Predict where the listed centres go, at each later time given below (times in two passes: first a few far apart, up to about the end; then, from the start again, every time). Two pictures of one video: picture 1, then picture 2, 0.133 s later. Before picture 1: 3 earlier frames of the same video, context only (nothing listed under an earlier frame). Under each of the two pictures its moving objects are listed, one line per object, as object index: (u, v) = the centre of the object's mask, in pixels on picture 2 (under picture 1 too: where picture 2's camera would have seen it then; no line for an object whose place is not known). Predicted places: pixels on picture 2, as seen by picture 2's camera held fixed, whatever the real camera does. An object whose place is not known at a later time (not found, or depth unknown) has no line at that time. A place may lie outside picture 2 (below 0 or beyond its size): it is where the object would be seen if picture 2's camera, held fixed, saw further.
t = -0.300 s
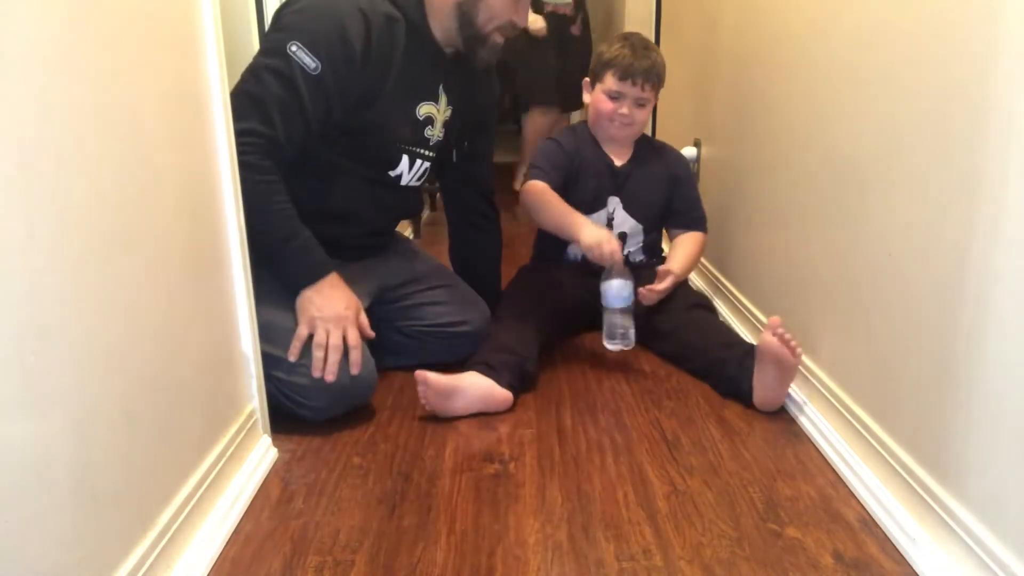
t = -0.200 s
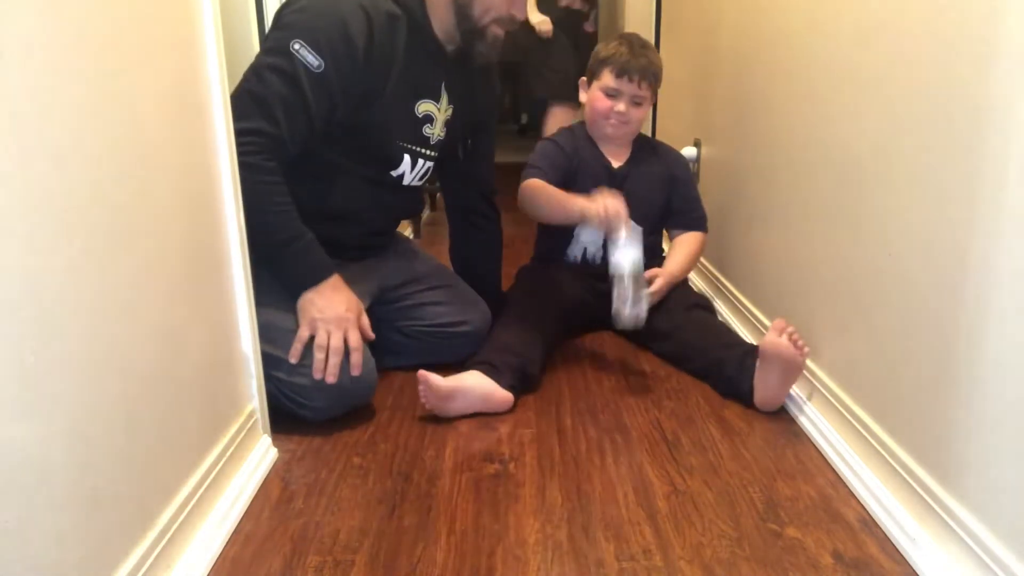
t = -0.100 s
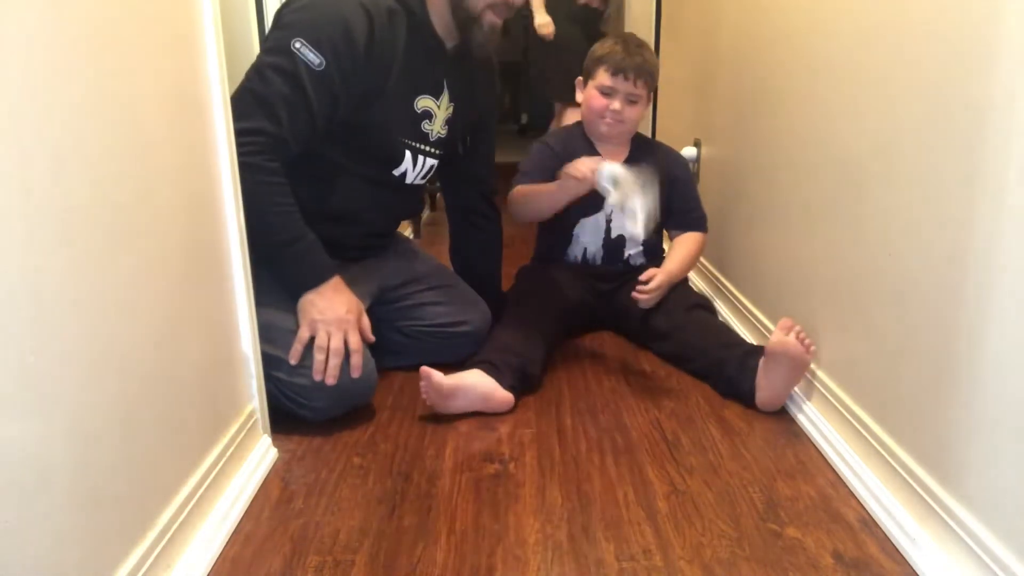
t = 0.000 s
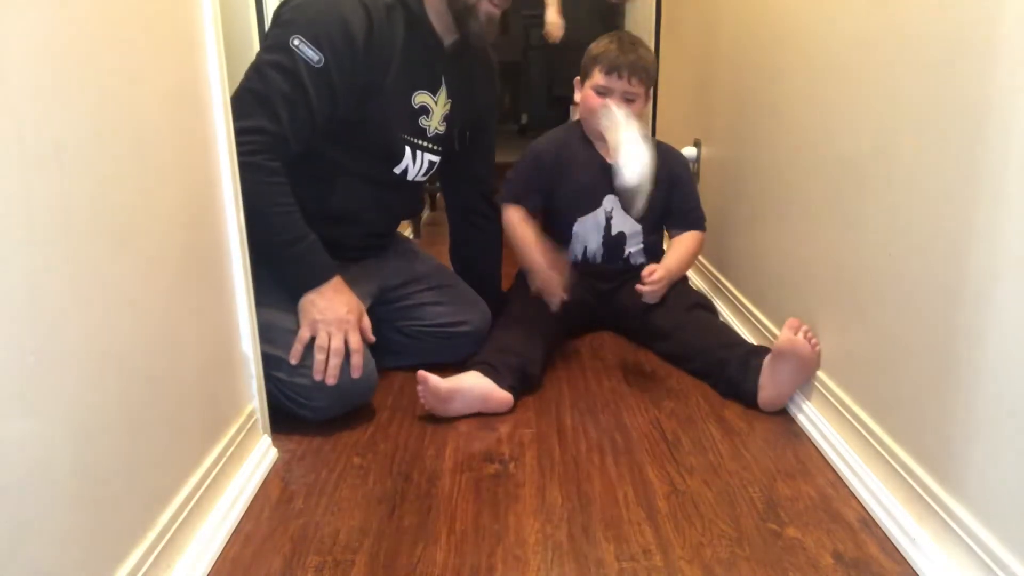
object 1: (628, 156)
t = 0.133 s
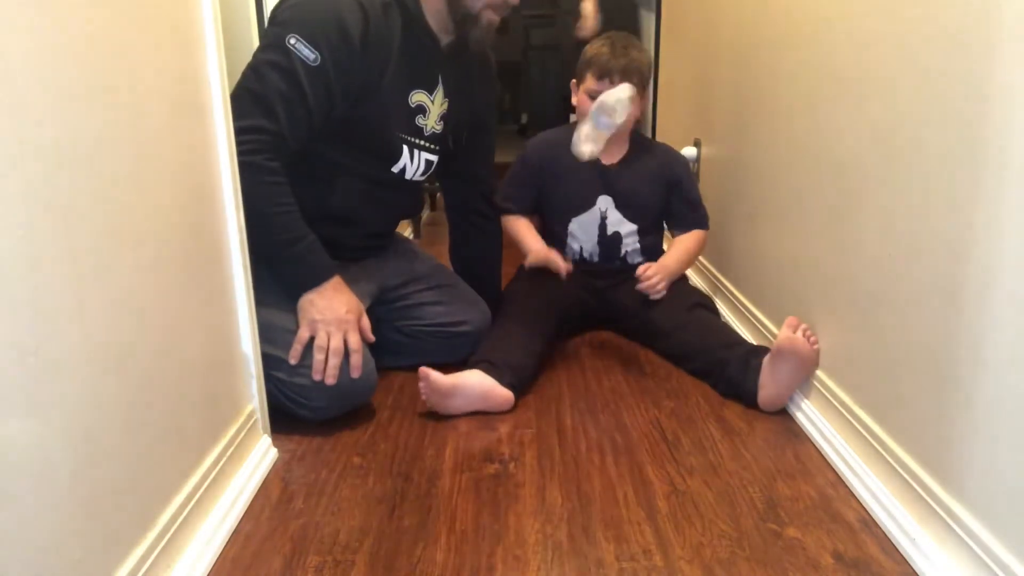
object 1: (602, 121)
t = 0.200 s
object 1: (589, 151)
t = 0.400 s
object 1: (580, 288)
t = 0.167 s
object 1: (596, 134)
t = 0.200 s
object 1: (589, 151)
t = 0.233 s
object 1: (583, 170)
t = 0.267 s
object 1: (578, 198)
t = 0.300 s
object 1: (573, 224)
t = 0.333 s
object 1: (568, 254)
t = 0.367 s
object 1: (570, 278)
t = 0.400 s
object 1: (580, 288)
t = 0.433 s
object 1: (597, 298)
